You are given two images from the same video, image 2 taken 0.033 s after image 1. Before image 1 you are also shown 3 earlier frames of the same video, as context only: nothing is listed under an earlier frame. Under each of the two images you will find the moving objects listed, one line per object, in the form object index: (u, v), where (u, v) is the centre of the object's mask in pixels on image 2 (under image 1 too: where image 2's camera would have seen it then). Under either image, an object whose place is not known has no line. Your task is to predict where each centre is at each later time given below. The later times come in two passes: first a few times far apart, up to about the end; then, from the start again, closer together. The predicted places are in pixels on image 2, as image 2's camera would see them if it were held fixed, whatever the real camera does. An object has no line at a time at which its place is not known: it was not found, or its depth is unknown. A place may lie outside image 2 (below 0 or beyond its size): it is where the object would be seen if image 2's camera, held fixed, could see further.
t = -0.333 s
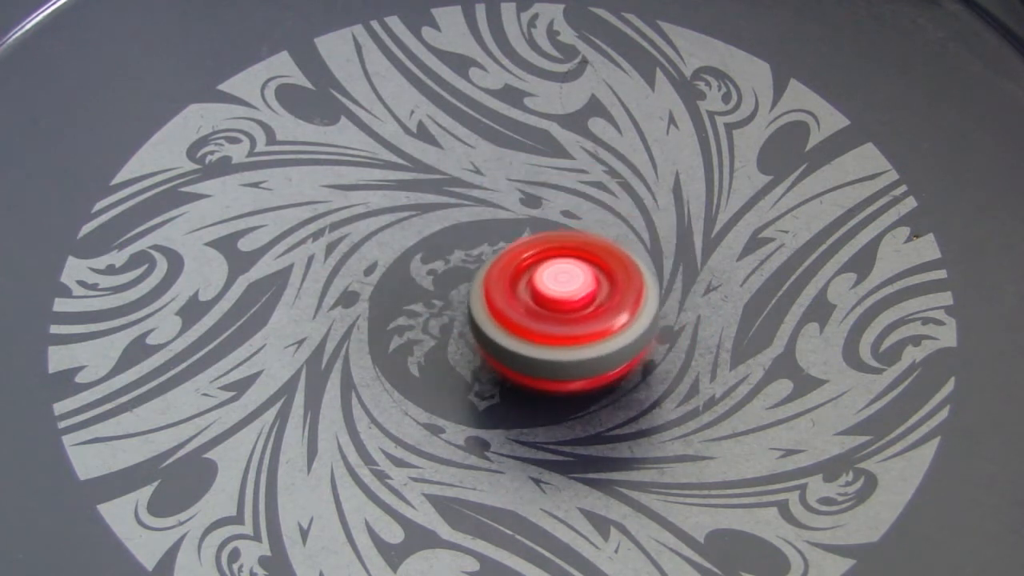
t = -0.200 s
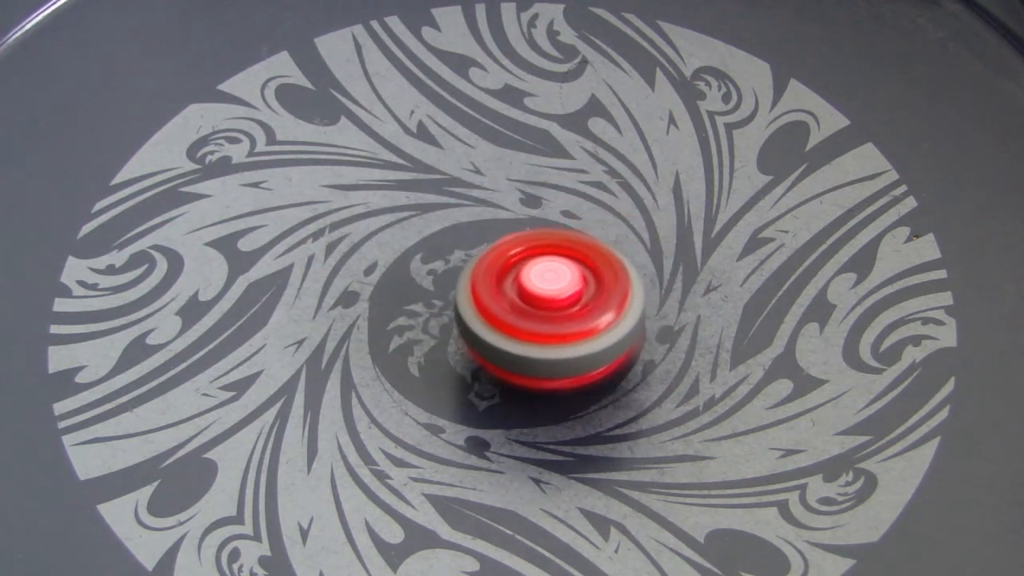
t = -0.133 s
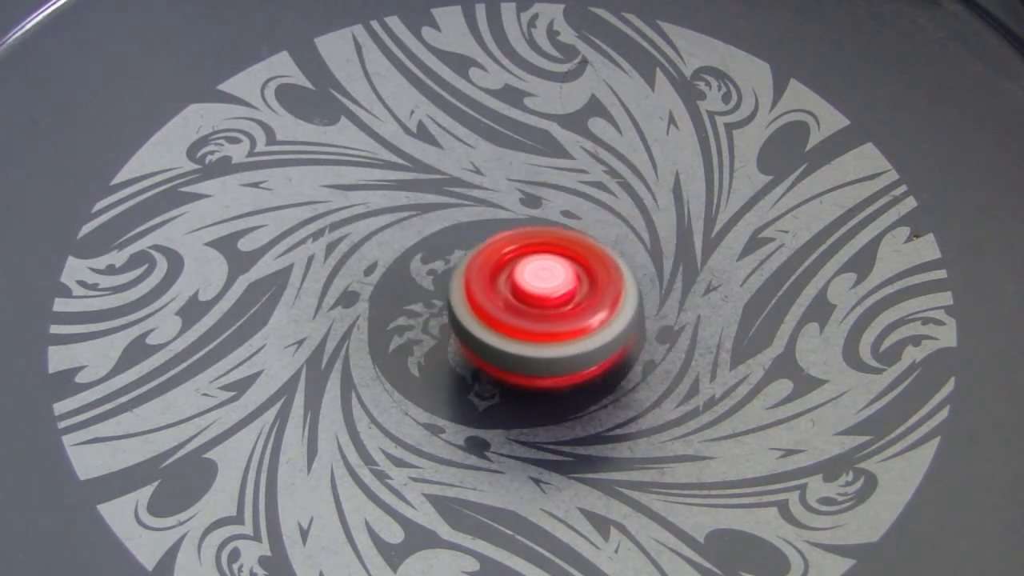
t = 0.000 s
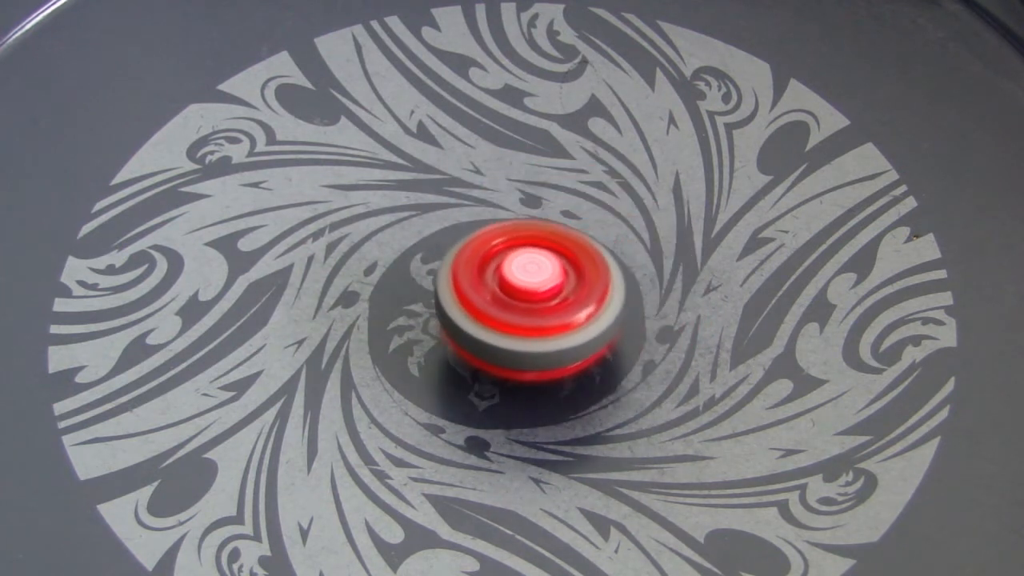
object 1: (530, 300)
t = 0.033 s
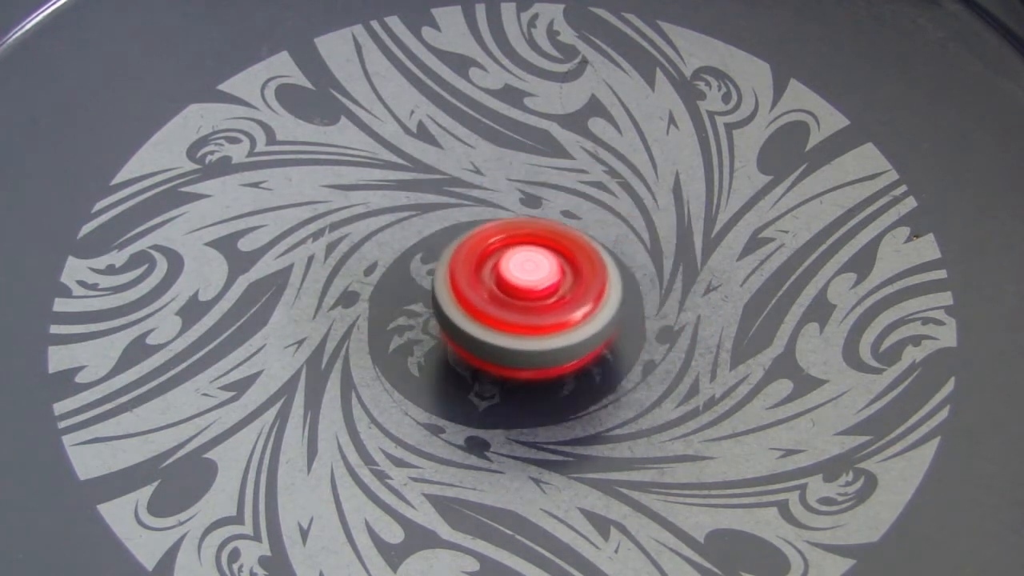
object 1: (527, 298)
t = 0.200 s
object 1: (515, 286)
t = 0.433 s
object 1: (508, 267)
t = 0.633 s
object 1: (512, 252)
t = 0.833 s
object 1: (523, 241)
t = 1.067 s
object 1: (544, 233)
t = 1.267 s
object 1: (561, 233)
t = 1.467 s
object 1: (577, 241)
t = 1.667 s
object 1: (589, 253)
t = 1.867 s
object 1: (592, 268)
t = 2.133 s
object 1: (584, 287)
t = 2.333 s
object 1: (570, 298)
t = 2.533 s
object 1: (552, 303)
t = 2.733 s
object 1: (534, 300)
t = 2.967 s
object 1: (516, 290)
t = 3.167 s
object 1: (508, 279)
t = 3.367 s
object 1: (509, 266)
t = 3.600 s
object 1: (519, 253)
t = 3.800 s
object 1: (532, 246)
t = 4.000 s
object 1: (551, 245)
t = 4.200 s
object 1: (567, 250)
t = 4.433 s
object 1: (582, 262)
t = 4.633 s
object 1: (587, 276)
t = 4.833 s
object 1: (584, 289)
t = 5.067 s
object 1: (573, 298)
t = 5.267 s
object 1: (559, 301)
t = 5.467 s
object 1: (544, 299)
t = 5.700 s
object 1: (532, 290)
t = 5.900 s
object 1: (527, 279)
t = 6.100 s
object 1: (529, 268)
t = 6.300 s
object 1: (537, 257)
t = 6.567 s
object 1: (557, 249)
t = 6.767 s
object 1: (571, 251)
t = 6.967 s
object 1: (583, 259)
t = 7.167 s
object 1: (588, 269)
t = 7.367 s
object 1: (587, 279)
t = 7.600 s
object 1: (576, 289)
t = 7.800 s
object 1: (566, 293)
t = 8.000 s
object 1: (556, 291)
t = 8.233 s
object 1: (547, 285)
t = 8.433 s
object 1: (544, 277)
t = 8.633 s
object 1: (546, 269)
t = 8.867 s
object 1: (558, 258)
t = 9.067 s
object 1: (572, 253)
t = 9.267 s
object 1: (587, 255)
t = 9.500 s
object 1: (599, 262)
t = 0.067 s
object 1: (524, 296)
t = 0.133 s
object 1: (518, 291)
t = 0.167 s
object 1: (516, 289)
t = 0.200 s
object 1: (515, 286)
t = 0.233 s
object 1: (513, 283)
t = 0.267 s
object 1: (511, 281)
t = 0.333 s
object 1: (509, 275)
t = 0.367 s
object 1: (508, 273)
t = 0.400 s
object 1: (508, 270)
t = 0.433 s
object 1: (508, 267)
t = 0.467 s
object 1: (508, 265)
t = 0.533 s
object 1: (509, 260)
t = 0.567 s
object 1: (510, 257)
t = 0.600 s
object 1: (511, 254)
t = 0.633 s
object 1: (512, 252)
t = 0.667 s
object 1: (514, 250)
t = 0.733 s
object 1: (517, 246)
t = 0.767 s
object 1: (519, 244)
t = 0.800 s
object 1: (521, 242)
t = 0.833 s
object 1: (523, 241)
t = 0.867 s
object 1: (525, 239)
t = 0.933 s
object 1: (531, 237)
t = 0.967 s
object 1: (534, 236)
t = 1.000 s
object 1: (537, 235)
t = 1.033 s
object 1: (540, 234)
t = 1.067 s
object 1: (544, 233)
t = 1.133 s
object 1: (550, 232)
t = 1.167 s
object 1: (553, 232)
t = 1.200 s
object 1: (555, 232)
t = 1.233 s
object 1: (558, 232)
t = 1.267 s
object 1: (561, 233)
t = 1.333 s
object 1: (567, 235)
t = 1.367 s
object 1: (570, 236)
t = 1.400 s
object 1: (573, 237)
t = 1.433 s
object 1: (575, 239)
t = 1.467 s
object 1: (577, 241)
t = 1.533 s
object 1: (583, 244)
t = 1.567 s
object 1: (585, 246)
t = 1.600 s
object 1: (586, 248)
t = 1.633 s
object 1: (587, 250)
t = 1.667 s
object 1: (589, 253)
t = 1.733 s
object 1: (591, 258)
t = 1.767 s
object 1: (592, 260)
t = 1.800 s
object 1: (592, 263)
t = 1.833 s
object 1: (592, 266)
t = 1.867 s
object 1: (592, 268)
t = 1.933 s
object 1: (591, 273)
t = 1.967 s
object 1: (591, 275)
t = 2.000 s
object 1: (590, 278)
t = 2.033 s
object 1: (589, 280)
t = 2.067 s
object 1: (587, 283)
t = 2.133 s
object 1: (584, 287)
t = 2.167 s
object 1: (583, 289)
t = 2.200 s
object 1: (580, 291)
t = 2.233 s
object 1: (578, 292)
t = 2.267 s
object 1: (575, 294)
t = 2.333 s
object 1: (570, 298)
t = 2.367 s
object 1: (567, 299)
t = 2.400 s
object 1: (564, 300)
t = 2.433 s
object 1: (561, 301)
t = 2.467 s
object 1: (558, 302)
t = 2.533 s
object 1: (552, 303)
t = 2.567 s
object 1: (549, 303)
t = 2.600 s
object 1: (546, 303)
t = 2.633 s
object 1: (544, 302)
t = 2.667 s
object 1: (540, 302)
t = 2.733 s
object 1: (534, 300)
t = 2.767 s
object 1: (531, 299)
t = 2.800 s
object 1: (528, 298)
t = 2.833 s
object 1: (525, 297)
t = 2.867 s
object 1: (523, 296)
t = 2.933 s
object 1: (518, 292)
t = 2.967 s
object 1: (516, 290)
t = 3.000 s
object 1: (514, 289)
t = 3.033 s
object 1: (512, 287)
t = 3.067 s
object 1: (511, 285)
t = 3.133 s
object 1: (509, 281)
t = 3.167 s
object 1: (508, 279)
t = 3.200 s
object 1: (508, 276)
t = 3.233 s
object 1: (508, 274)
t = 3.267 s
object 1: (508, 272)
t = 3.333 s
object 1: (508, 268)
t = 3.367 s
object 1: (509, 266)
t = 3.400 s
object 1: (510, 264)
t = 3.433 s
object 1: (511, 262)
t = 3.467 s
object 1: (512, 260)
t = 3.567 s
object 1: (517, 254)
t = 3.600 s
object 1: (519, 253)
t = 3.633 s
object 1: (521, 252)
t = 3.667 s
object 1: (523, 250)
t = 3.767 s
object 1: (530, 247)
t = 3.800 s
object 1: (532, 246)
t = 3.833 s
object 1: (536, 246)
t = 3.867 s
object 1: (539, 245)
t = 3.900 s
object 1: (542, 245)
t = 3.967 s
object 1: (548, 244)
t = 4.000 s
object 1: (551, 245)
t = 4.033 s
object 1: (554, 245)
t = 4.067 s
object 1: (557, 245)
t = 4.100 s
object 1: (560, 246)
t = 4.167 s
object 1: (565, 248)
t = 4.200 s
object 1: (567, 250)
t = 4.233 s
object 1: (570, 251)
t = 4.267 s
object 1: (573, 252)
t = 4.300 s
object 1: (575, 254)
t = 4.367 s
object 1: (579, 258)
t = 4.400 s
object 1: (581, 260)
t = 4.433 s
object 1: (582, 262)
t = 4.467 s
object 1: (584, 264)
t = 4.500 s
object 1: (585, 267)
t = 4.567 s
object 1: (586, 271)
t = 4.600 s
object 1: (586, 273)
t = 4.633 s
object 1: (587, 276)
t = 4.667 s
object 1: (587, 278)
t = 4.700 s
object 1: (587, 280)
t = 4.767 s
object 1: (585, 285)
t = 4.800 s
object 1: (584, 287)
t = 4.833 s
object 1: (584, 289)
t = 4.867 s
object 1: (583, 290)
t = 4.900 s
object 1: (582, 291)
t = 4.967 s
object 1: (579, 294)
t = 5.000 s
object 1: (577, 296)
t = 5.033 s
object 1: (575, 297)
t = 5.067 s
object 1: (573, 298)
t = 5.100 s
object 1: (571, 299)
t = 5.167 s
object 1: (566, 300)
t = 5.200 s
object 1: (564, 301)
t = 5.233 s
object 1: (562, 301)
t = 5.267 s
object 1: (559, 301)
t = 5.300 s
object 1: (557, 302)
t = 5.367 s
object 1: (552, 301)
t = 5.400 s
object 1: (549, 300)
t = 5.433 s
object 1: (546, 300)
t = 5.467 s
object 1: (544, 299)
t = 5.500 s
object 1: (542, 298)
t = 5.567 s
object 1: (538, 295)
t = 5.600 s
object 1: (536, 294)
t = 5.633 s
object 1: (535, 292)
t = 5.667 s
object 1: (533, 291)
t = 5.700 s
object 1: (532, 290)
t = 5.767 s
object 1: (530, 287)
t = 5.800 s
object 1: (529, 285)
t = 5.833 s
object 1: (528, 283)
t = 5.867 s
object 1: (527, 281)
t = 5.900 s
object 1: (527, 279)
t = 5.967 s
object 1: (526, 276)
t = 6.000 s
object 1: (527, 274)
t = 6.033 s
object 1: (527, 272)
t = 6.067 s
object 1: (528, 270)
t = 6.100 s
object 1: (529, 268)
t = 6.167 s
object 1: (531, 264)
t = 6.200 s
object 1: (532, 262)
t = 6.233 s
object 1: (534, 261)
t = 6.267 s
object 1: (536, 259)
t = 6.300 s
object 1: (537, 257)
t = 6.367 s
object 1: (542, 254)
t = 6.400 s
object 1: (545, 253)
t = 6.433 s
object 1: (547, 252)
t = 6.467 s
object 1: (549, 251)
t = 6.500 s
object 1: (551, 250)
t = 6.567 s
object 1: (557, 249)
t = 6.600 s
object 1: (559, 249)
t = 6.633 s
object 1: (561, 250)
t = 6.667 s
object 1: (563, 250)
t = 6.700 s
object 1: (566, 250)
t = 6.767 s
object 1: (571, 251)
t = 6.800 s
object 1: (573, 252)
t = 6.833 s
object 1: (575, 253)
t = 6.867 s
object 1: (577, 254)
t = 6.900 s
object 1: (579, 256)
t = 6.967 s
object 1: (583, 259)
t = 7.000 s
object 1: (584, 260)
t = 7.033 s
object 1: (585, 262)
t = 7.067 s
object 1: (586, 263)
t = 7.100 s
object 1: (587, 265)
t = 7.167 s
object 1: (588, 269)
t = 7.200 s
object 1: (589, 271)
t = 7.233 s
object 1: (589, 272)
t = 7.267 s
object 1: (588, 274)
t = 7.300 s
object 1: (588, 276)
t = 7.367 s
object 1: (587, 279)
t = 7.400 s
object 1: (586, 281)
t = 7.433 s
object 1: (585, 283)
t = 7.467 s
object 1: (583, 285)
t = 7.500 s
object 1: (582, 286)
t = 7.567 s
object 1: (578, 288)
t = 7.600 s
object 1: (576, 289)
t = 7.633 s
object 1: (575, 290)
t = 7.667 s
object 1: (573, 291)
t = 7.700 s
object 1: (571, 292)
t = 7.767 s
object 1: (567, 292)
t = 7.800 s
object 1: (566, 293)
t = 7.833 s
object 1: (564, 293)
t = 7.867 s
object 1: (562, 293)
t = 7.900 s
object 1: (561, 292)
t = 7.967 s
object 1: (558, 291)
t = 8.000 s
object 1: (556, 291)
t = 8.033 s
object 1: (554, 290)
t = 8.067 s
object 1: (553, 290)
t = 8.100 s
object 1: (552, 289)
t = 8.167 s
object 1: (549, 287)
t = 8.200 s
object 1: (548, 286)
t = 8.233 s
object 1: (547, 285)
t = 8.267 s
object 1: (546, 284)
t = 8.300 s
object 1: (545, 282)
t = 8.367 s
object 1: (545, 280)
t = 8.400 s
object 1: (544, 278)
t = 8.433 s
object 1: (544, 277)
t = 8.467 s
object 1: (544, 276)
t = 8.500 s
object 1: (544, 275)
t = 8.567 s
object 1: (545, 272)
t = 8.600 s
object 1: (545, 271)
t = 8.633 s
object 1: (546, 269)
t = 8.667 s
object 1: (547, 268)
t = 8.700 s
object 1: (549, 266)
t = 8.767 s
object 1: (552, 263)
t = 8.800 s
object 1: (554, 261)
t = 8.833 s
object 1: (556, 259)
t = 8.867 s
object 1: (558, 258)
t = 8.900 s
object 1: (560, 257)
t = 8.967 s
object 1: (565, 255)
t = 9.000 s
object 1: (567, 254)
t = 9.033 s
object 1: (570, 254)
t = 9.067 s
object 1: (572, 253)
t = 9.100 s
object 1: (574, 253)
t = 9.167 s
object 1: (580, 254)
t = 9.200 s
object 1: (583, 254)
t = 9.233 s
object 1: (585, 254)
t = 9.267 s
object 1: (587, 255)
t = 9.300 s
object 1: (589, 255)
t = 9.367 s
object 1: (593, 257)
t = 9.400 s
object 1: (594, 258)
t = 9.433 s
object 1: (596, 259)
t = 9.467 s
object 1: (597, 261)
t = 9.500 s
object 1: (599, 262)
